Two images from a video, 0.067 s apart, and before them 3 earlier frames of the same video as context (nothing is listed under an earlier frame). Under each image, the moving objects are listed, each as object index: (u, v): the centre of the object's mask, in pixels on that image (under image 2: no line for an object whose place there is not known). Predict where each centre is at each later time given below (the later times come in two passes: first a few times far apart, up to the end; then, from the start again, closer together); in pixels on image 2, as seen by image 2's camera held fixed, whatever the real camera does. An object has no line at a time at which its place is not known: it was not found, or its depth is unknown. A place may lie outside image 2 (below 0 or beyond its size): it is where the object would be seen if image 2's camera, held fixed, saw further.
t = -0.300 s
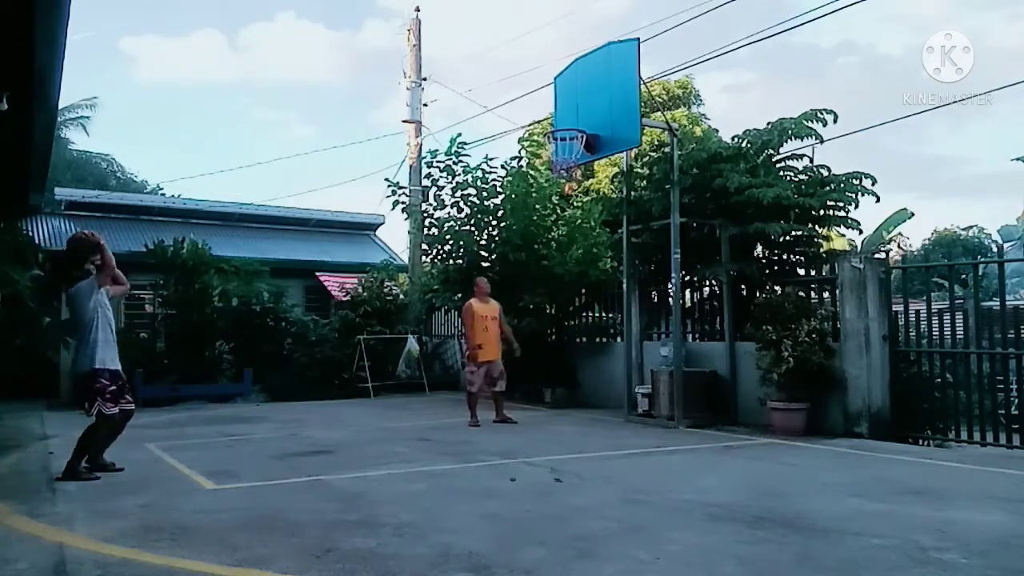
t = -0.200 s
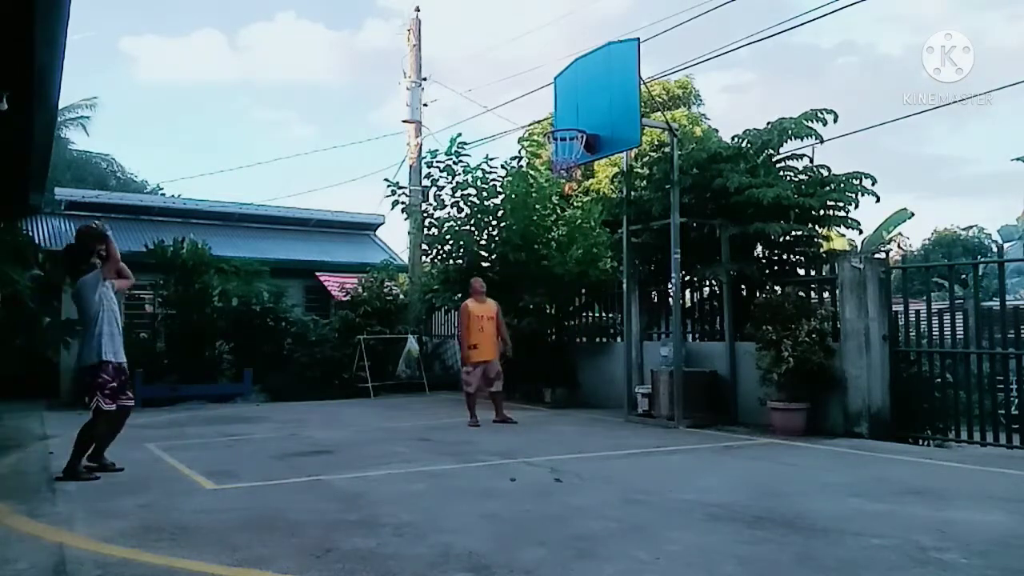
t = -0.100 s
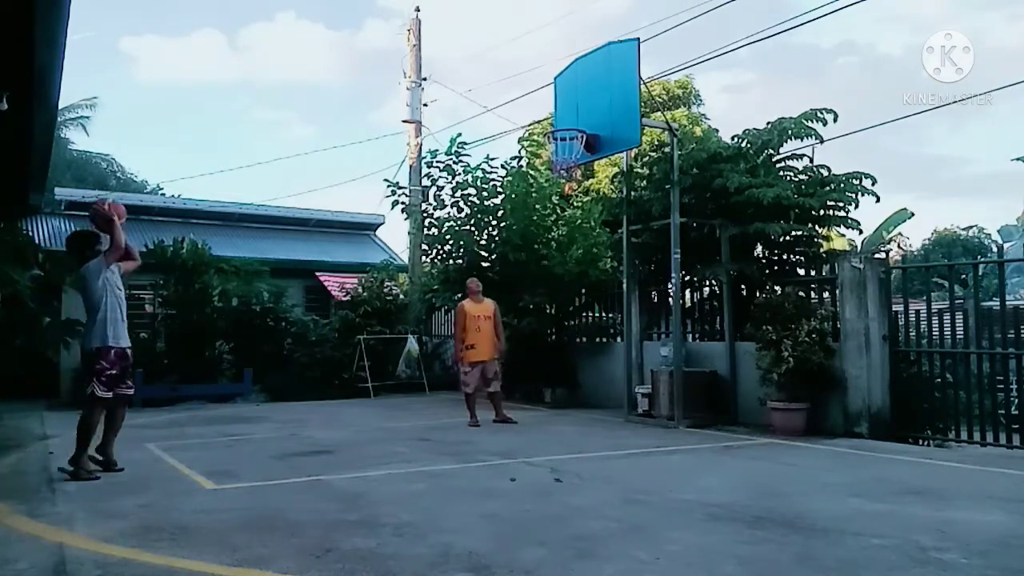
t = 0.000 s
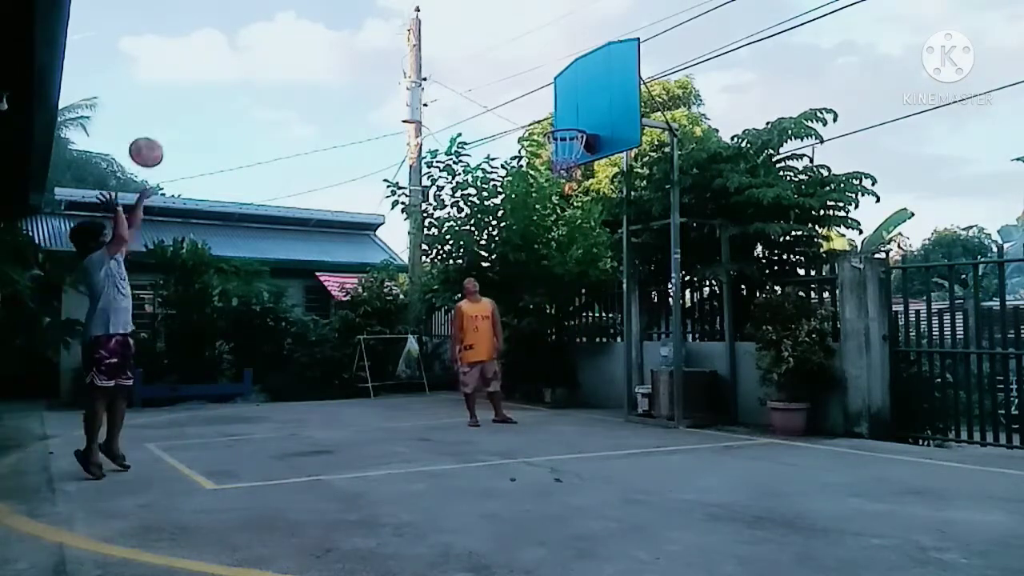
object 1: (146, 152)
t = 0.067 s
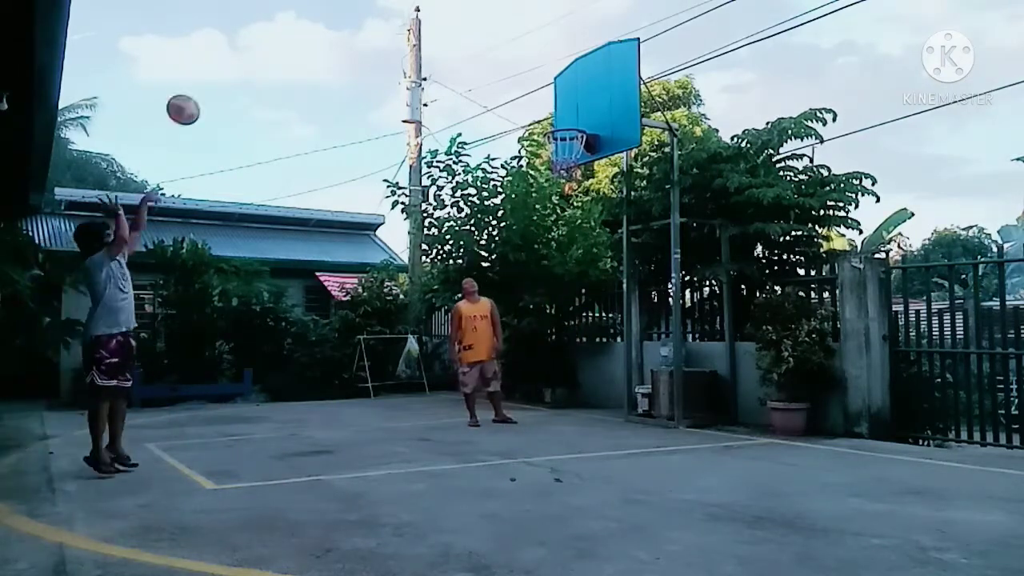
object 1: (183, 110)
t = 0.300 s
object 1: (300, 17)
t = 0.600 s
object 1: (428, 8)
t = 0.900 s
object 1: (536, 87)
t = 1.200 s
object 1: (579, 208)
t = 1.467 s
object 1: (586, 366)
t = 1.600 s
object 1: (580, 385)
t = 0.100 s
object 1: (201, 91)
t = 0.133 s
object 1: (219, 75)
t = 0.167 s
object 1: (236, 60)
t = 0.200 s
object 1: (252, 47)
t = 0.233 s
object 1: (268, 35)
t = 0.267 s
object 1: (284, 26)
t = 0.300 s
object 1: (300, 17)
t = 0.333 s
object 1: (316, 12)
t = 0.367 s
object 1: (331, 9)
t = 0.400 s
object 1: (346, 7)
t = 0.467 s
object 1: (374, 5)
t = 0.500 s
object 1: (388, 5)
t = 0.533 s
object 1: (402, 5)
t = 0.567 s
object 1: (415, 6)
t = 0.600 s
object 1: (428, 8)
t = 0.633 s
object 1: (440, 11)
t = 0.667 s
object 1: (453, 15)
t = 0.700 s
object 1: (466, 22)
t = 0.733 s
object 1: (478, 31)
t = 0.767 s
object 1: (490, 40)
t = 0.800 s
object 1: (502, 50)
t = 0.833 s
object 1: (513, 62)
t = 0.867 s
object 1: (525, 74)
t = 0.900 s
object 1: (536, 87)
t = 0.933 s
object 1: (547, 101)
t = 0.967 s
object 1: (557, 117)
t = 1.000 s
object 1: (567, 133)
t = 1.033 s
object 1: (575, 146)
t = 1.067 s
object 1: (577, 160)
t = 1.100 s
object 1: (577, 169)
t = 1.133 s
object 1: (577, 181)
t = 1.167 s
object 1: (577, 194)
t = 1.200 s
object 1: (579, 208)
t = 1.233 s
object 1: (579, 224)
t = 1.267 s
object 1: (580, 242)
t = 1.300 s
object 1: (580, 258)
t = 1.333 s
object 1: (582, 278)
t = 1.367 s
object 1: (582, 298)
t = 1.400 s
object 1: (583, 320)
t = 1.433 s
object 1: (584, 342)
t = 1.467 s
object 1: (586, 366)
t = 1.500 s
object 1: (586, 392)
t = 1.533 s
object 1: (588, 419)
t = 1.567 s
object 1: (584, 404)
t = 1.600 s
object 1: (580, 385)
